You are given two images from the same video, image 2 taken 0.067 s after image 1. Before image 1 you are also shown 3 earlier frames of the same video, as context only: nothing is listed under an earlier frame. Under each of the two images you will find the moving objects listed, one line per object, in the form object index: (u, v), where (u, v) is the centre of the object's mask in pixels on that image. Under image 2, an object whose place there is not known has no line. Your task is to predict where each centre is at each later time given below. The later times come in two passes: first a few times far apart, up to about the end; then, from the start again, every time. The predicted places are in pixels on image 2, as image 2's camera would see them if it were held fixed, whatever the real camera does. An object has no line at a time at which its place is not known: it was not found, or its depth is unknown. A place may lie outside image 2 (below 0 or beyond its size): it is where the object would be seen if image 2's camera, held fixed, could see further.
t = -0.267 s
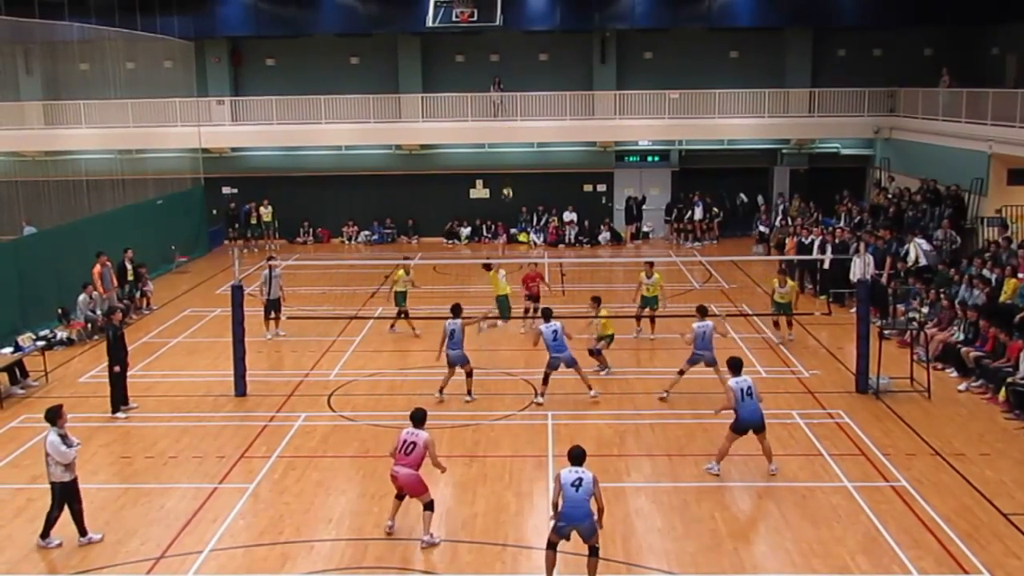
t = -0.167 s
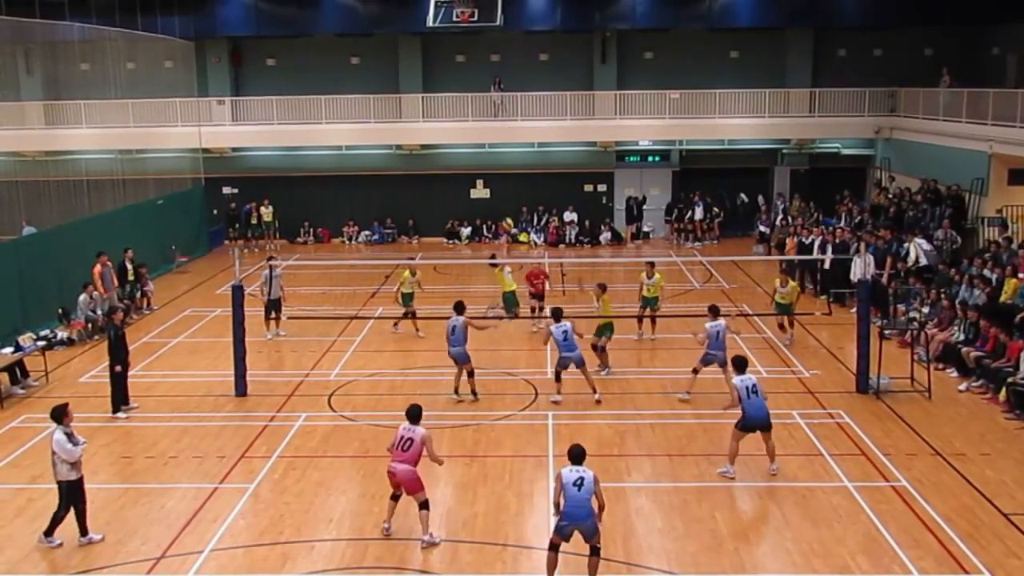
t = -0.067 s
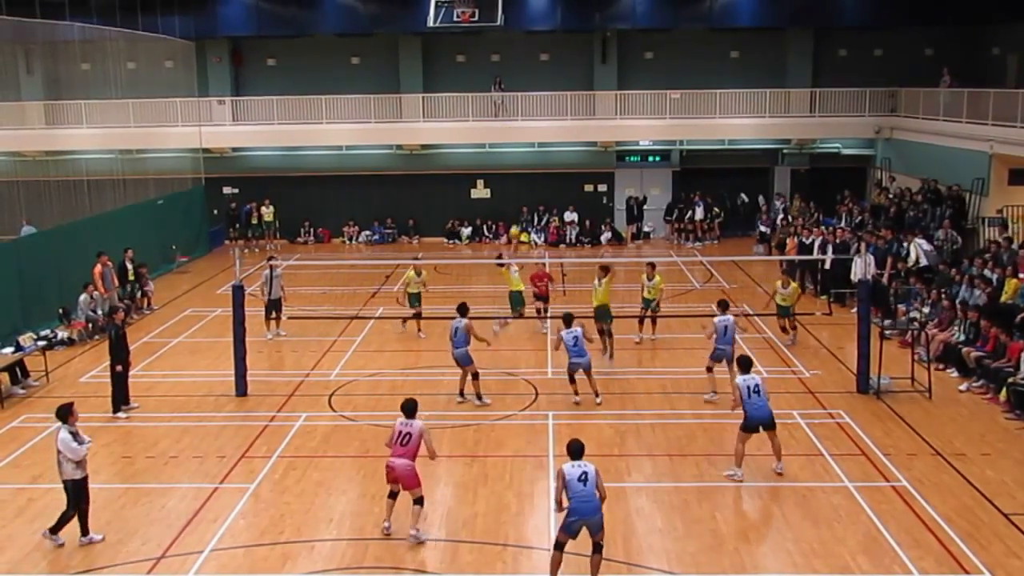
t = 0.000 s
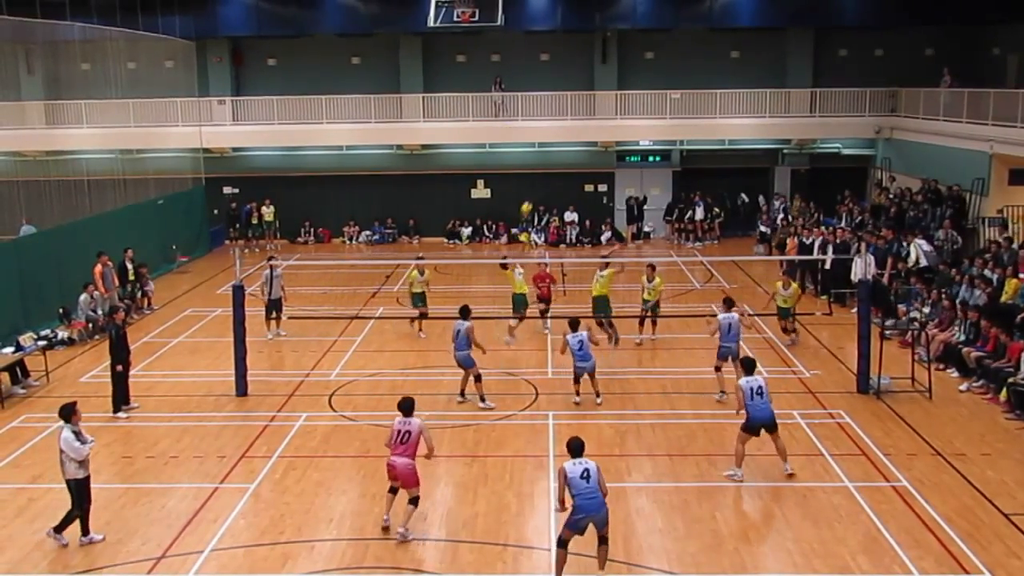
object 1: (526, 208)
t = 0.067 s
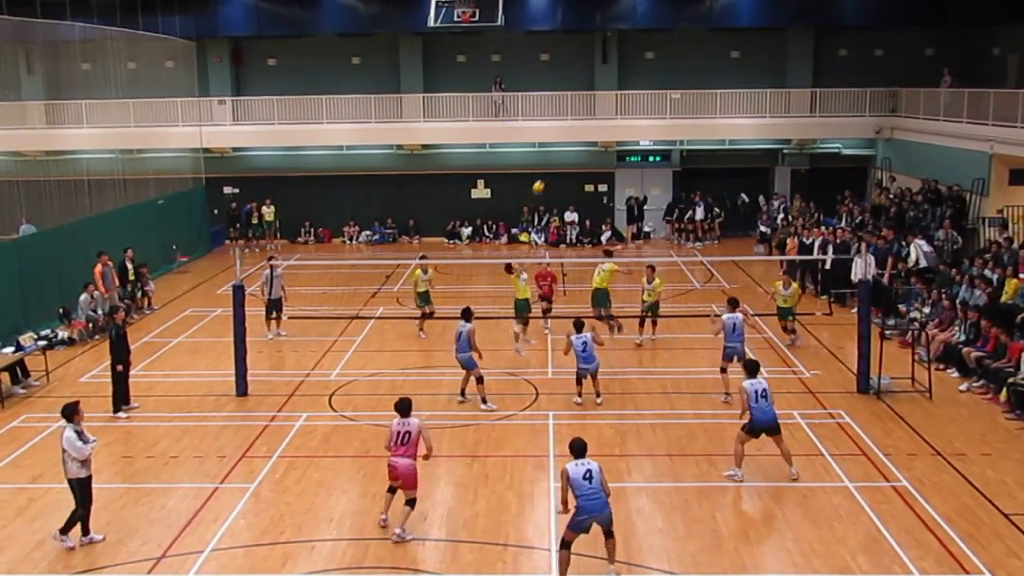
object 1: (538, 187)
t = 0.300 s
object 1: (580, 133)
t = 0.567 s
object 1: (627, 107)
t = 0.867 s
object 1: (680, 124)
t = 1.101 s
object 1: (718, 172)
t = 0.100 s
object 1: (544, 177)
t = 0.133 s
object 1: (550, 169)
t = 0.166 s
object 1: (556, 159)
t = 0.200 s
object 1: (561, 150)
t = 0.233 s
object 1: (568, 145)
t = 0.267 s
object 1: (574, 138)
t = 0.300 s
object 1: (580, 133)
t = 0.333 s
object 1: (586, 127)
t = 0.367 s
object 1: (592, 122)
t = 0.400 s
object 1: (598, 118)
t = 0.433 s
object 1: (603, 114)
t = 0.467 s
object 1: (608, 112)
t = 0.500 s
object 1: (615, 109)
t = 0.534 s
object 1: (621, 108)
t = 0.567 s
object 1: (627, 107)
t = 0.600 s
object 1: (633, 106)
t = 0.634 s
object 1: (639, 106)
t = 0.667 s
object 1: (645, 107)
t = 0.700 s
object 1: (651, 108)
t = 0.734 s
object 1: (657, 109)
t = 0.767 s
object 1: (662, 113)
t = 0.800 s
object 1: (669, 116)
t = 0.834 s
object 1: (674, 120)
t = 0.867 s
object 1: (680, 124)
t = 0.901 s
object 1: (685, 129)
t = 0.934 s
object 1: (692, 135)
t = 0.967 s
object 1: (697, 140)
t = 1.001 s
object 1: (701, 147)
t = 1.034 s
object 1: (708, 155)
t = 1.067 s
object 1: (713, 163)
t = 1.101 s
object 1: (718, 172)
